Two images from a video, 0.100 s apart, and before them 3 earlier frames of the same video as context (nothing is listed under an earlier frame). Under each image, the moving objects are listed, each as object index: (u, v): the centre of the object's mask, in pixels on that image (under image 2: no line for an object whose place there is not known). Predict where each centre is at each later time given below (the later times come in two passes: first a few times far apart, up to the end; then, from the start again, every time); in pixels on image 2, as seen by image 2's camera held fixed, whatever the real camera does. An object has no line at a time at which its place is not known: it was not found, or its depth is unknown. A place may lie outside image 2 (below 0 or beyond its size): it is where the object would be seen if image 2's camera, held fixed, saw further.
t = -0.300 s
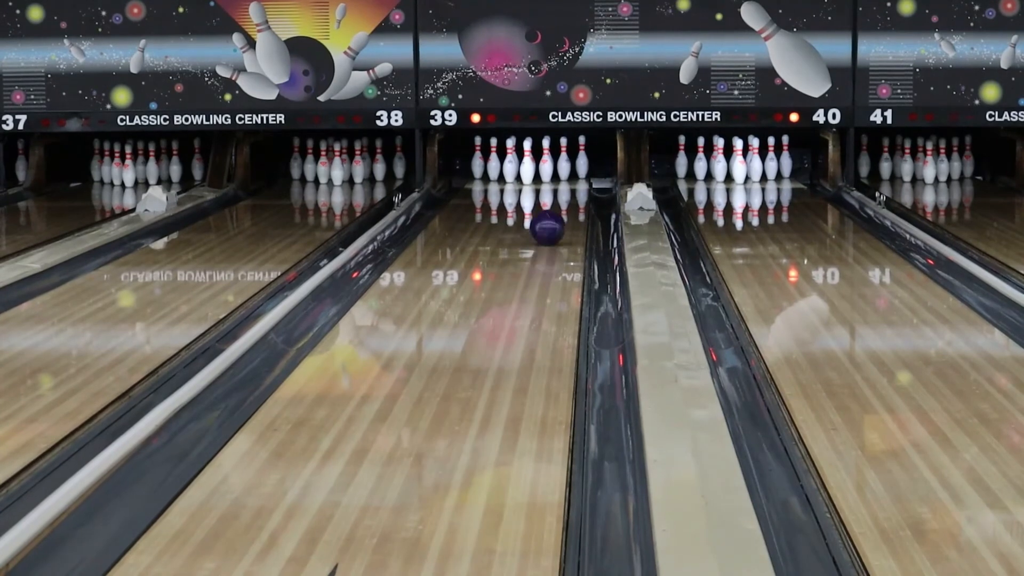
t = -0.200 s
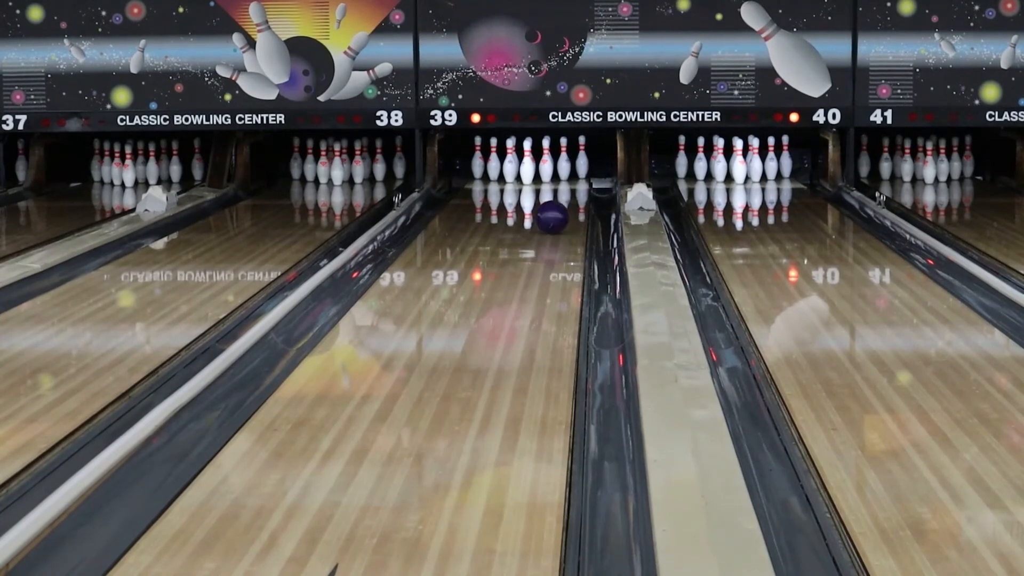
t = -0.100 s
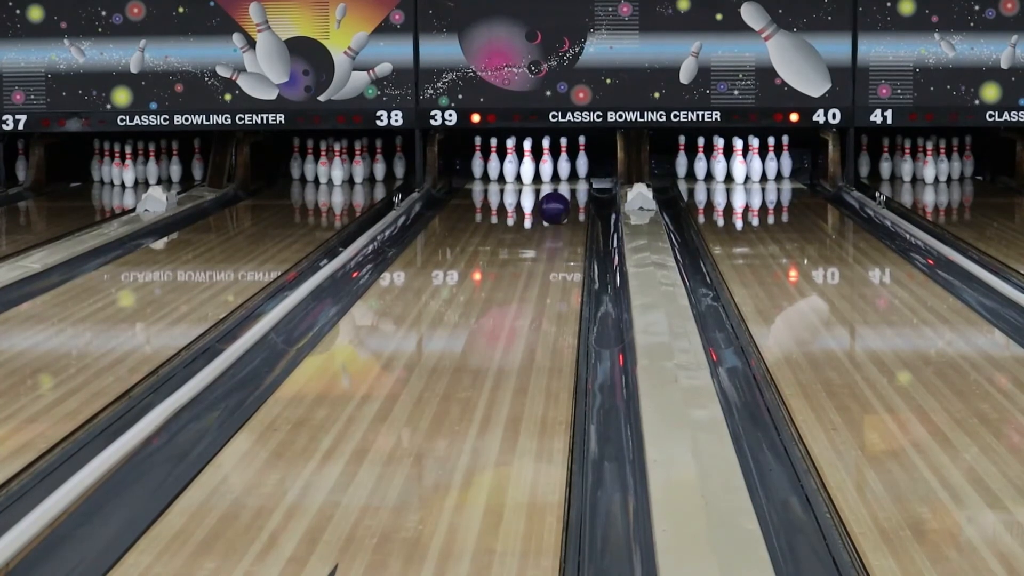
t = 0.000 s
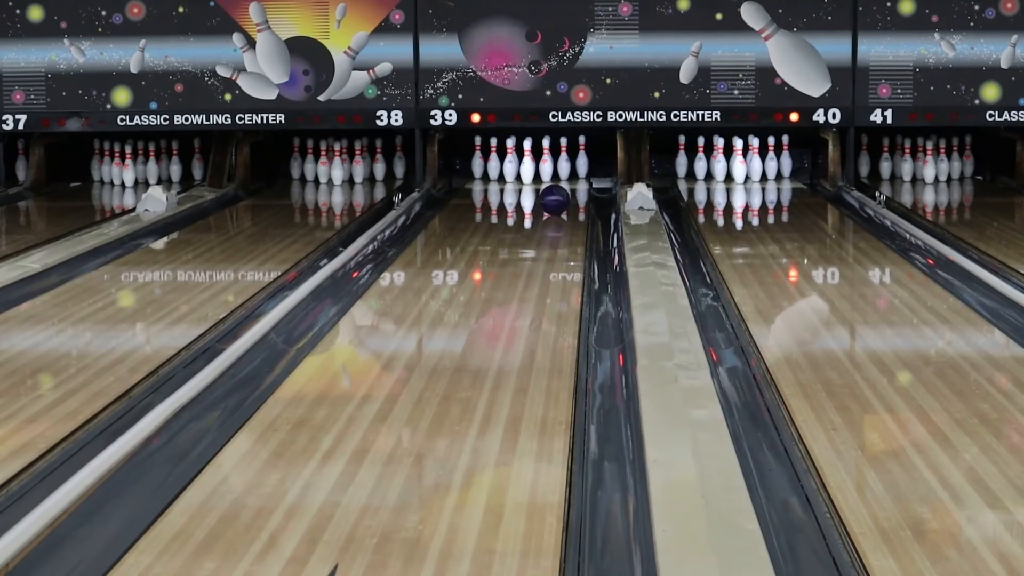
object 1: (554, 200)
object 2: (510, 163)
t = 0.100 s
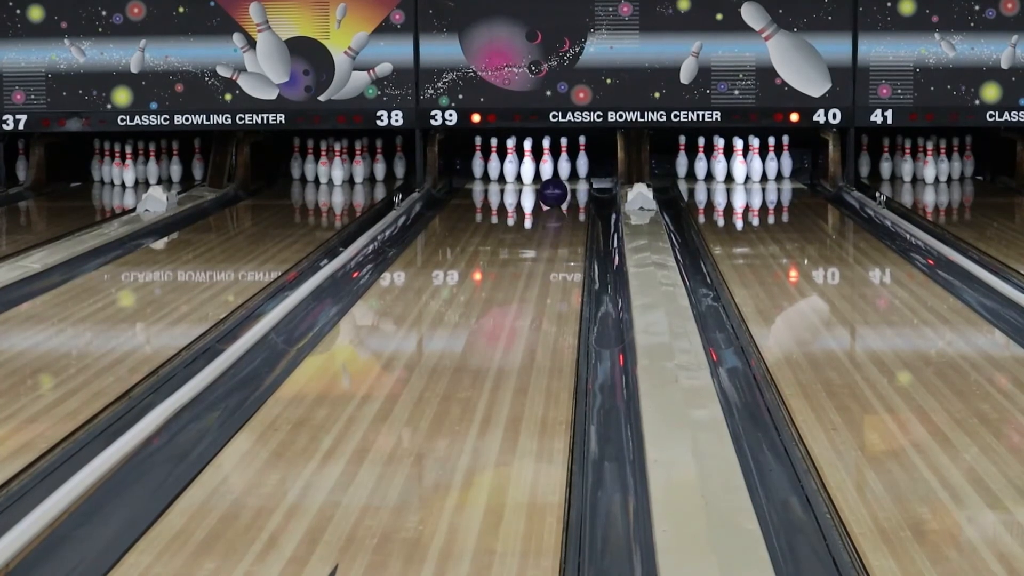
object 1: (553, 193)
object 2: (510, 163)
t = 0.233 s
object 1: (547, 185)
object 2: (510, 163)
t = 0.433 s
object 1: (533, 174)
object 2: (510, 163)
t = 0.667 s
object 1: (516, 166)
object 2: (469, 168)
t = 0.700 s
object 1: (511, 165)
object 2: (475, 170)
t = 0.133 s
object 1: (552, 191)
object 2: (510, 163)
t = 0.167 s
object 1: (551, 189)
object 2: (510, 163)
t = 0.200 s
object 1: (549, 187)
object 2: (510, 163)
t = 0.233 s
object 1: (547, 185)
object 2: (510, 163)
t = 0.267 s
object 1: (546, 183)
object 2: (510, 163)
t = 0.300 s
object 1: (544, 181)
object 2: (510, 163)
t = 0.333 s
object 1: (541, 179)
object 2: (510, 163)
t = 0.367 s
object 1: (539, 177)
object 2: (510, 163)
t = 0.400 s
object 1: (536, 176)
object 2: (510, 163)
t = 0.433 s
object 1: (533, 174)
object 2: (510, 163)
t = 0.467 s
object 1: (531, 173)
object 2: (510, 163)
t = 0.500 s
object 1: (530, 172)
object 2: (504, 162)
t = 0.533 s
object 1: (529, 171)
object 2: (492, 161)
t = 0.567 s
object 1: (526, 169)
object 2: (477, 162)
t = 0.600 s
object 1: (522, 168)
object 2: (463, 163)
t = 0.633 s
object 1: (519, 167)
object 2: (461, 165)
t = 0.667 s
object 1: (516, 166)
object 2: (469, 168)
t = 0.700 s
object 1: (511, 165)
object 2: (475, 170)
